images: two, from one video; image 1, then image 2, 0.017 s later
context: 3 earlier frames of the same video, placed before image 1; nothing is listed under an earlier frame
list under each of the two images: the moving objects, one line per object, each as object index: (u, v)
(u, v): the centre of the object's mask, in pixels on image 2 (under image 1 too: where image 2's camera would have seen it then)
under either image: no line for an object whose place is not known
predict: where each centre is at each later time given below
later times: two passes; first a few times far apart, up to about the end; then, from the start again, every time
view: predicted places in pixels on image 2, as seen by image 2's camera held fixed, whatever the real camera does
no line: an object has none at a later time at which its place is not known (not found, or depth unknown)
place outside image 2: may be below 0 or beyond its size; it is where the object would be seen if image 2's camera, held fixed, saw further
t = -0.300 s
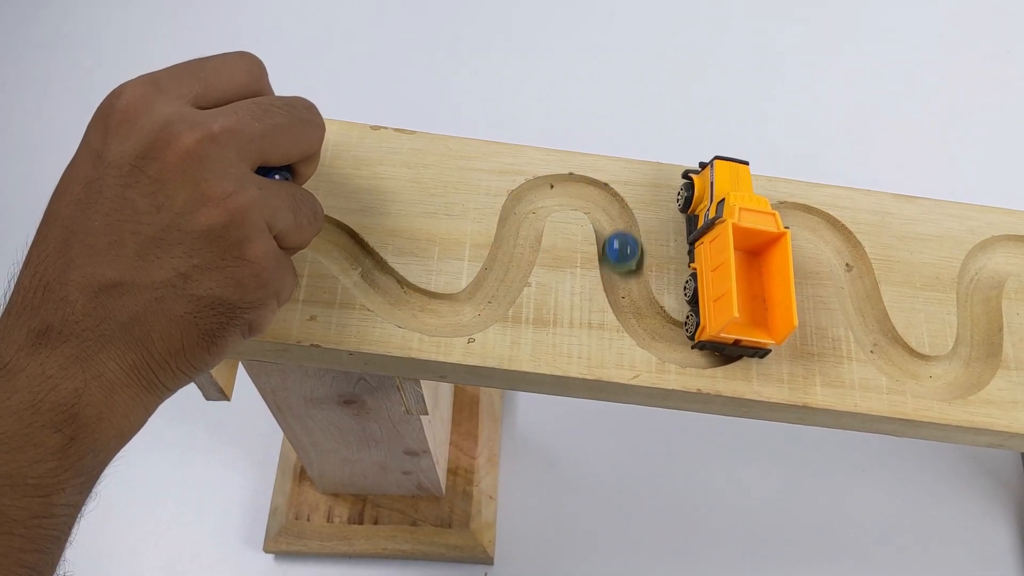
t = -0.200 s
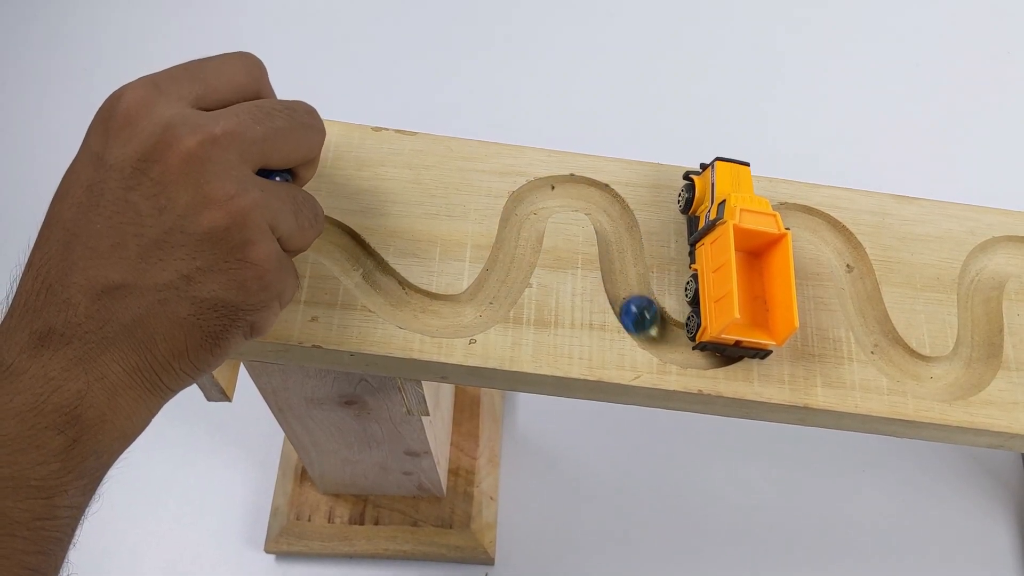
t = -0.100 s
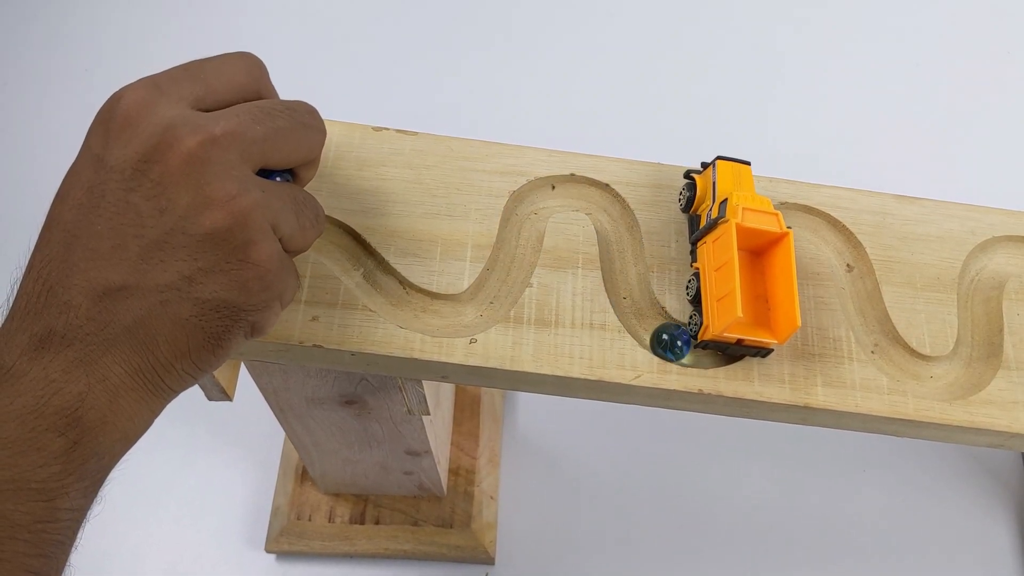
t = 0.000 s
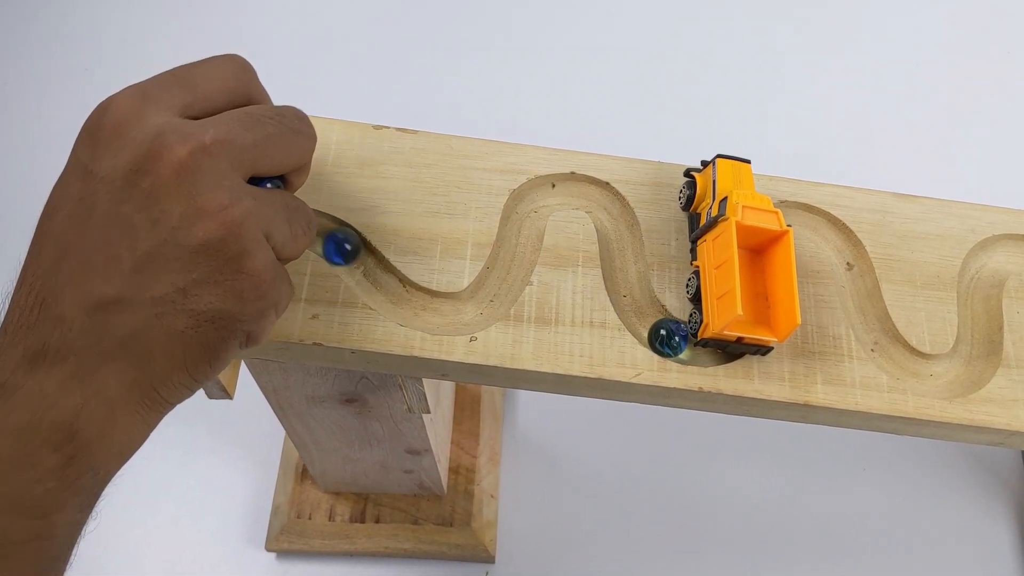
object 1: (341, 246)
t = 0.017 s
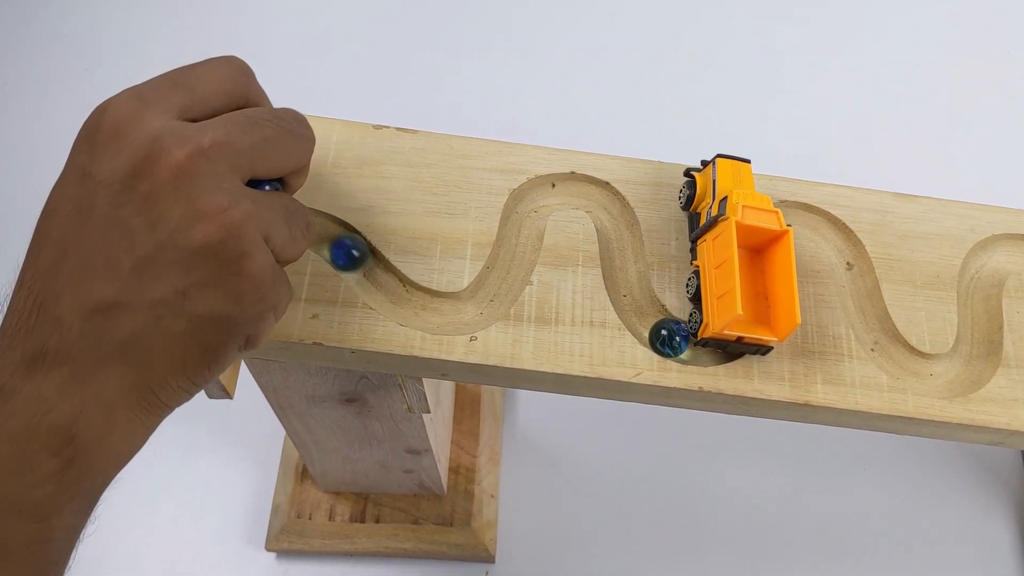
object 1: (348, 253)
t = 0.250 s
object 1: (494, 295)
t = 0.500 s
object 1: (605, 202)
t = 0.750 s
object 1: (641, 313)
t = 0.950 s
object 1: (639, 311)
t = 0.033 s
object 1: (355, 260)
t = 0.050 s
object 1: (362, 267)
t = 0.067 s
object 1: (370, 275)
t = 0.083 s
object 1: (376, 283)
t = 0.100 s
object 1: (386, 292)
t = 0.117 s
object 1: (396, 299)
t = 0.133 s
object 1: (406, 304)
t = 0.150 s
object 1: (419, 309)
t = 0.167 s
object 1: (433, 313)
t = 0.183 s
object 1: (447, 315)
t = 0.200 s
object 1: (463, 315)
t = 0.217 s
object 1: (478, 310)
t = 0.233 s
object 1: (487, 304)
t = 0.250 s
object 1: (494, 295)
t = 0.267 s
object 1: (500, 284)
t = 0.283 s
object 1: (507, 275)
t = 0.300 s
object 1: (511, 264)
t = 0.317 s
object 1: (516, 252)
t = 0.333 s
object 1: (518, 243)
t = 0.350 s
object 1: (521, 231)
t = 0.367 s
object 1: (524, 221)
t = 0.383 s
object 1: (527, 211)
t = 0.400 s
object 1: (532, 201)
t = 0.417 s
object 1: (541, 194)
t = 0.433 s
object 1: (552, 191)
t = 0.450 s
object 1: (565, 191)
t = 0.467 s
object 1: (579, 192)
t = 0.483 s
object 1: (592, 196)
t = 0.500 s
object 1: (605, 202)
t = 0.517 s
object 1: (611, 211)
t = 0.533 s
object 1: (617, 222)
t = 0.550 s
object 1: (621, 233)
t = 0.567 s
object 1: (623, 245)
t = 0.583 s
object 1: (624, 256)
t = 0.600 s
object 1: (623, 267)
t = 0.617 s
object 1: (626, 278)
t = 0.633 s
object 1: (629, 288)
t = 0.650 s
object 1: (633, 298)
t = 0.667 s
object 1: (637, 308)
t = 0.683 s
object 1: (639, 311)
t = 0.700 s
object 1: (641, 313)
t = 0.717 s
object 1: (641, 314)
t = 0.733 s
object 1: (641, 313)
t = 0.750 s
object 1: (641, 313)
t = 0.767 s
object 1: (640, 313)
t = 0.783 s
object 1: (640, 312)
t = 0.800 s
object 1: (639, 311)
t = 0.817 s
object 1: (639, 311)
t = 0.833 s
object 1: (639, 310)
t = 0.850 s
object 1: (639, 311)
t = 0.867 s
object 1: (639, 311)
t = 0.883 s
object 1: (640, 311)
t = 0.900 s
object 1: (640, 311)
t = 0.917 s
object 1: (639, 311)
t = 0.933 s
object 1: (640, 311)
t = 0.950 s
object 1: (639, 311)
